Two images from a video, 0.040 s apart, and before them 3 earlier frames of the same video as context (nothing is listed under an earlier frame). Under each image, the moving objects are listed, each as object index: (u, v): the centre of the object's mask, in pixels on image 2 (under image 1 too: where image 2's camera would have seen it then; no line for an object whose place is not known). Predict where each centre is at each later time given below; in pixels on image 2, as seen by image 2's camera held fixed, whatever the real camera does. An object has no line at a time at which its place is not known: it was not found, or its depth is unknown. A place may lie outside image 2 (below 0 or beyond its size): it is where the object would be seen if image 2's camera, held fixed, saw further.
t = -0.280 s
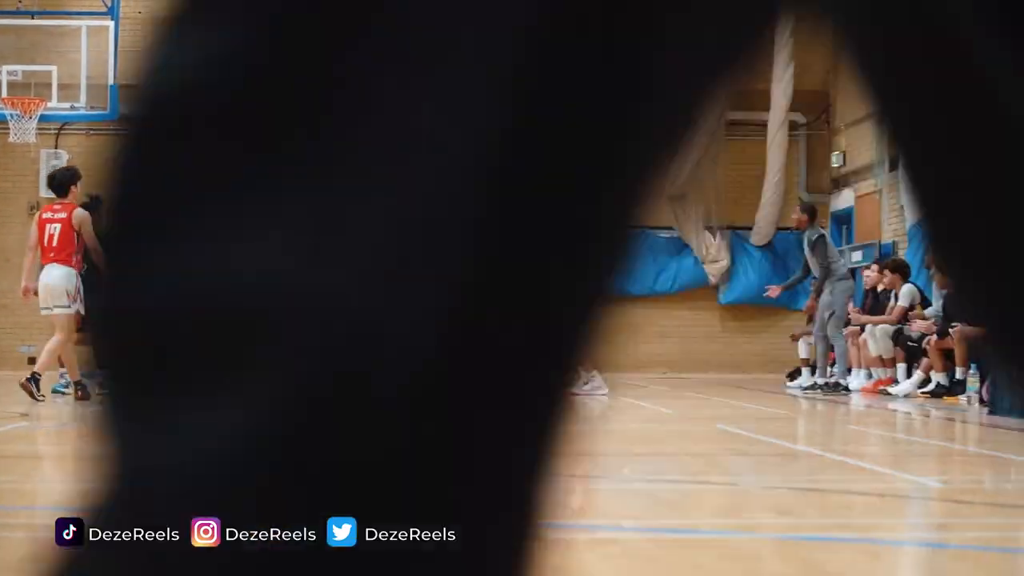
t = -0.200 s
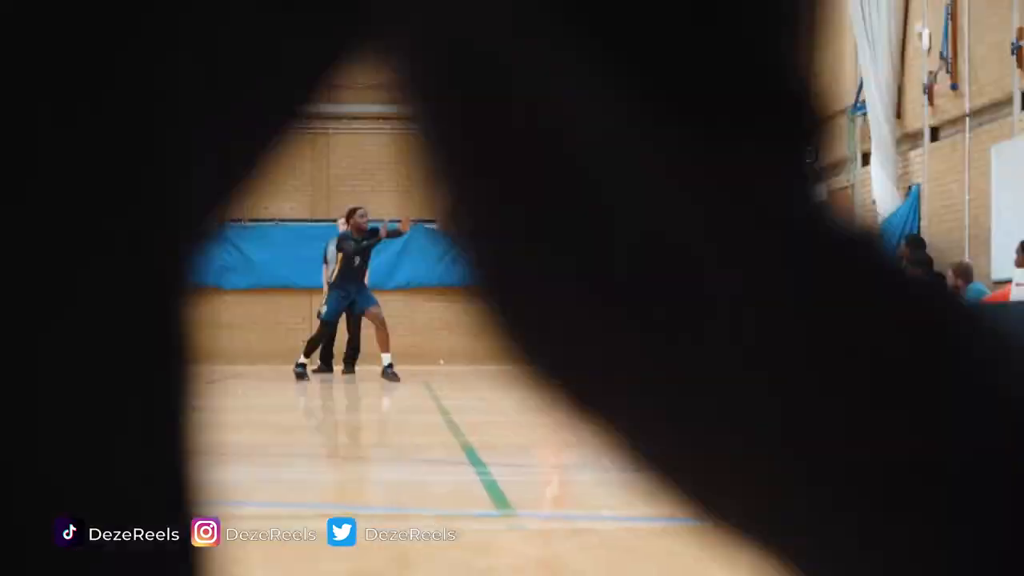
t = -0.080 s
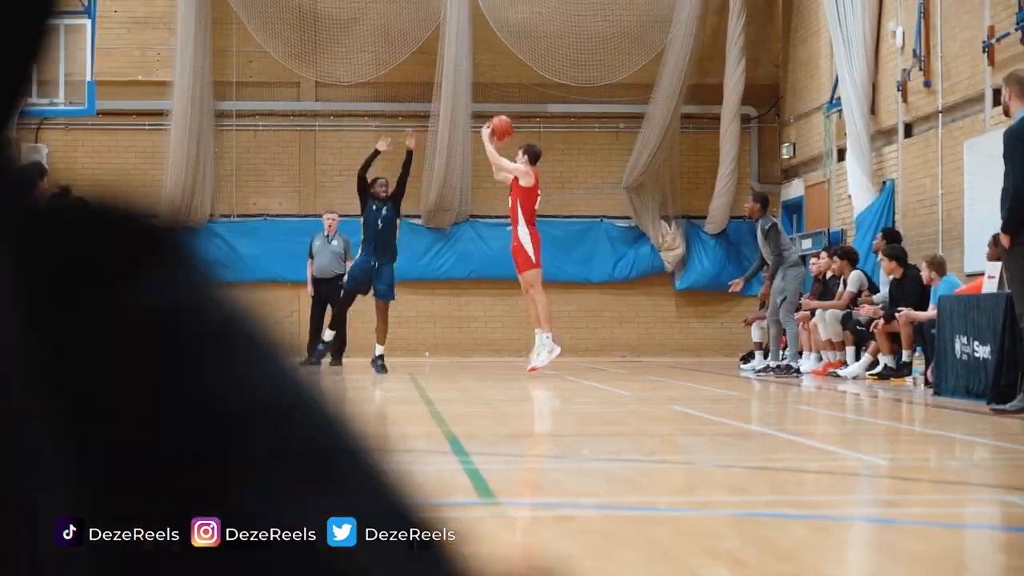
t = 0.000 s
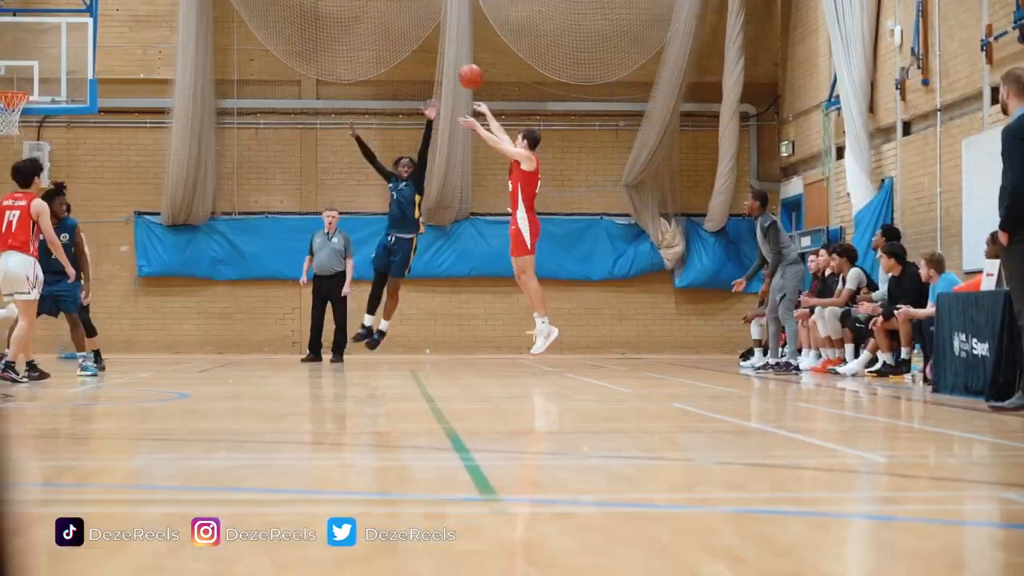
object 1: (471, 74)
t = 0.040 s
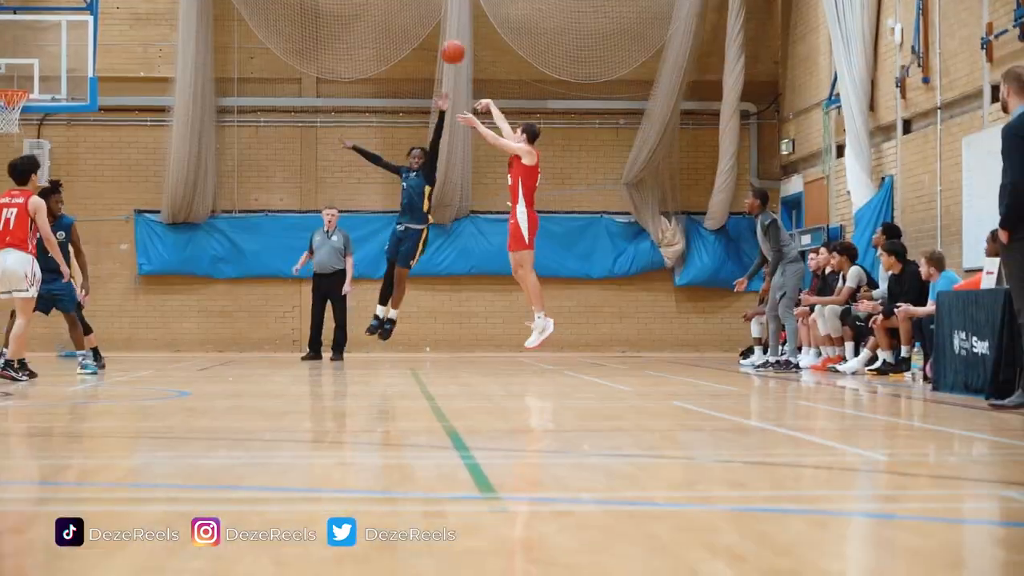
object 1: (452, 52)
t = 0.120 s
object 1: (416, 12)
